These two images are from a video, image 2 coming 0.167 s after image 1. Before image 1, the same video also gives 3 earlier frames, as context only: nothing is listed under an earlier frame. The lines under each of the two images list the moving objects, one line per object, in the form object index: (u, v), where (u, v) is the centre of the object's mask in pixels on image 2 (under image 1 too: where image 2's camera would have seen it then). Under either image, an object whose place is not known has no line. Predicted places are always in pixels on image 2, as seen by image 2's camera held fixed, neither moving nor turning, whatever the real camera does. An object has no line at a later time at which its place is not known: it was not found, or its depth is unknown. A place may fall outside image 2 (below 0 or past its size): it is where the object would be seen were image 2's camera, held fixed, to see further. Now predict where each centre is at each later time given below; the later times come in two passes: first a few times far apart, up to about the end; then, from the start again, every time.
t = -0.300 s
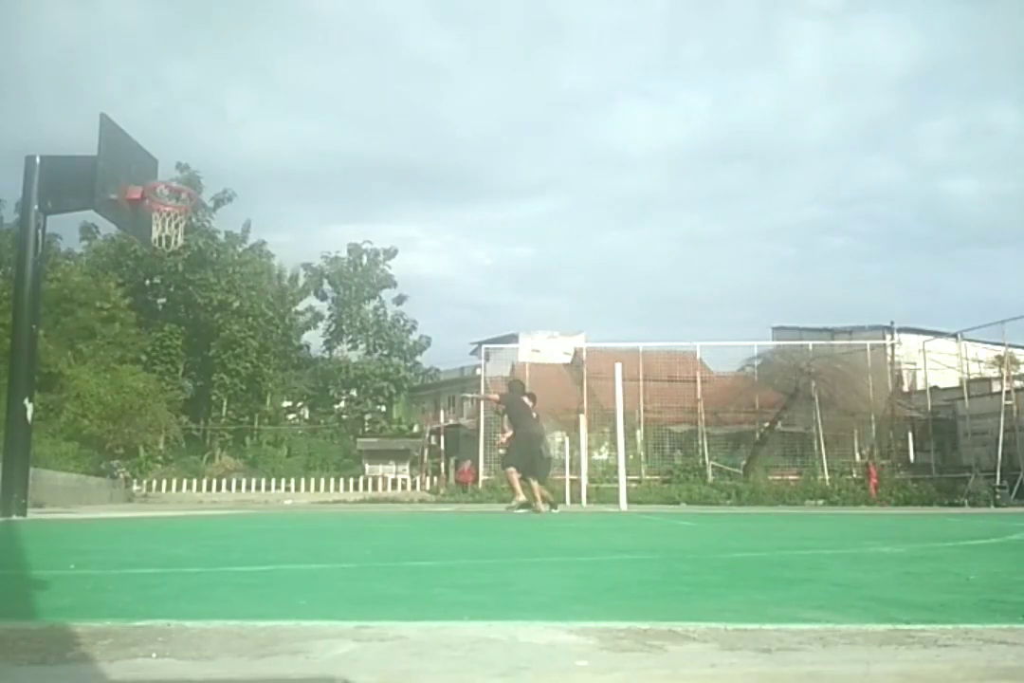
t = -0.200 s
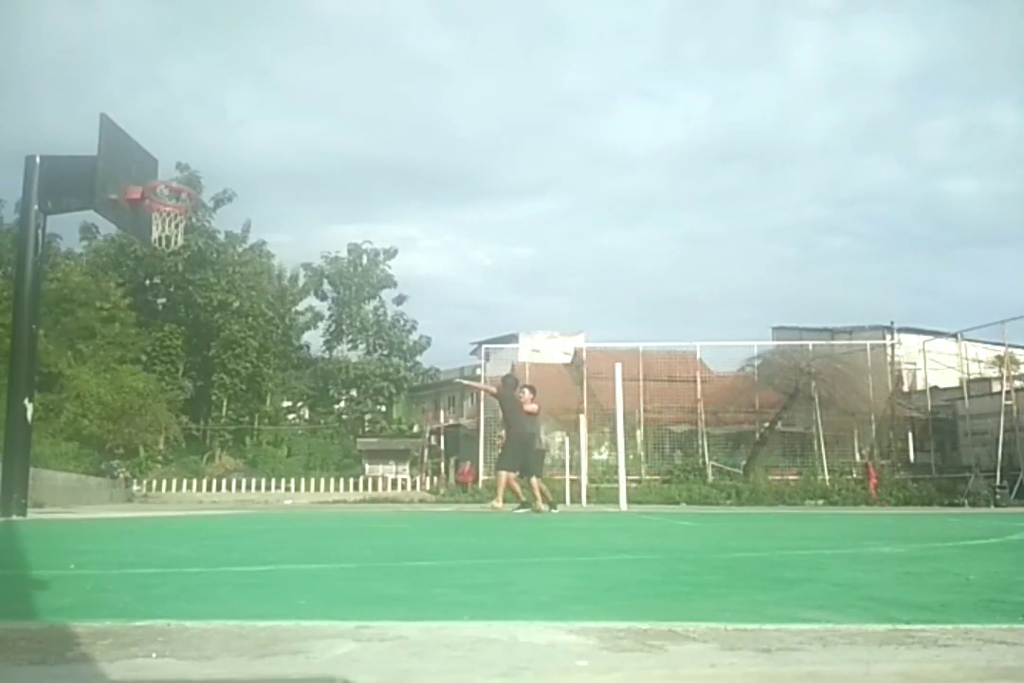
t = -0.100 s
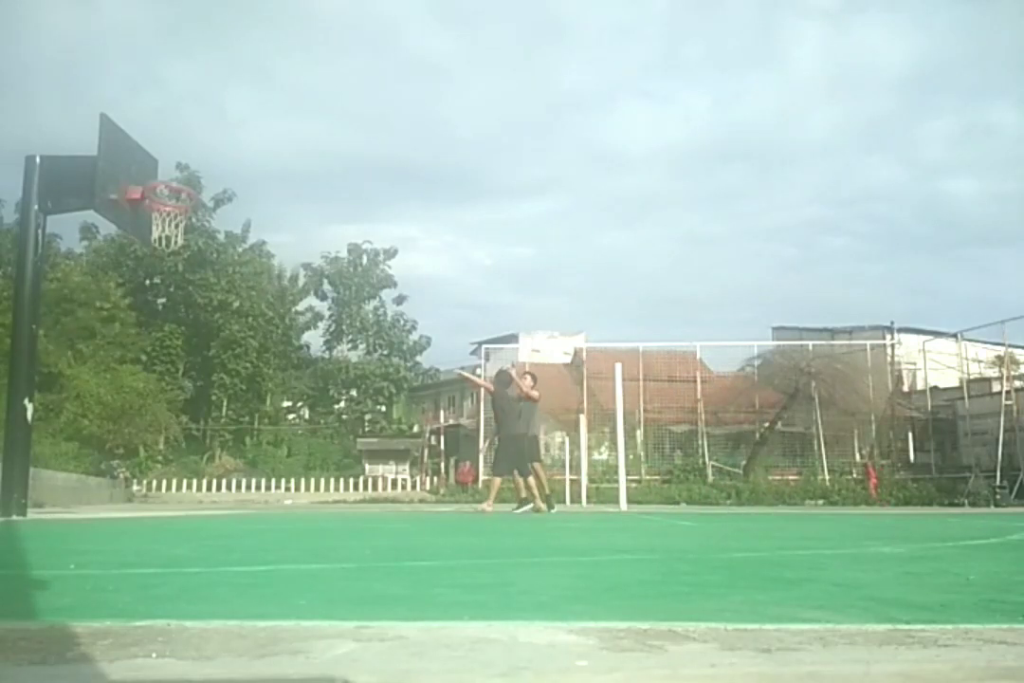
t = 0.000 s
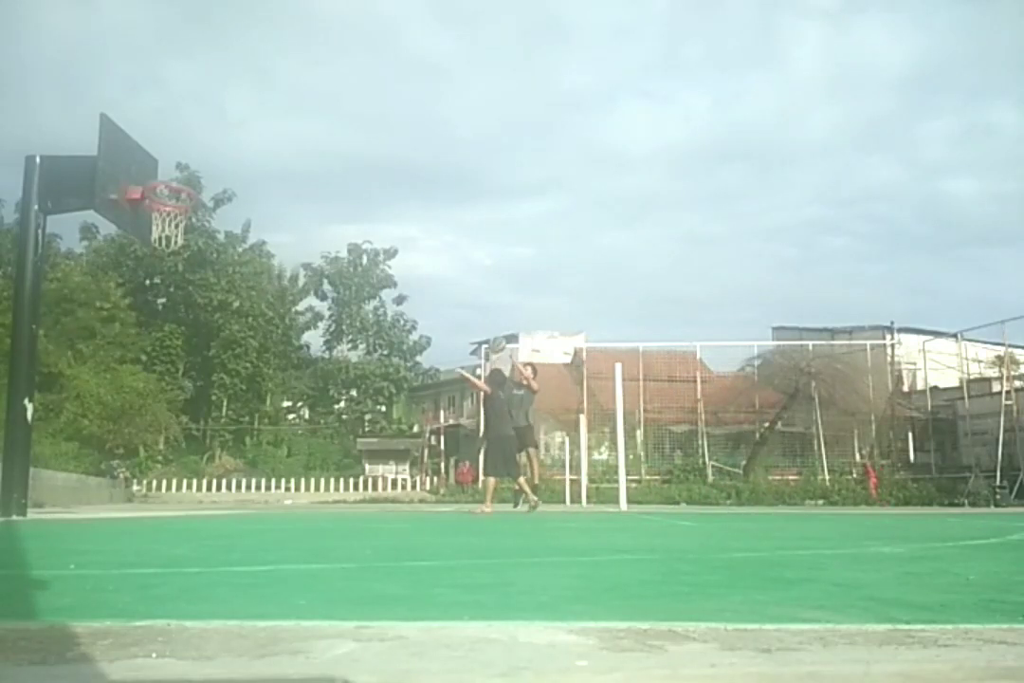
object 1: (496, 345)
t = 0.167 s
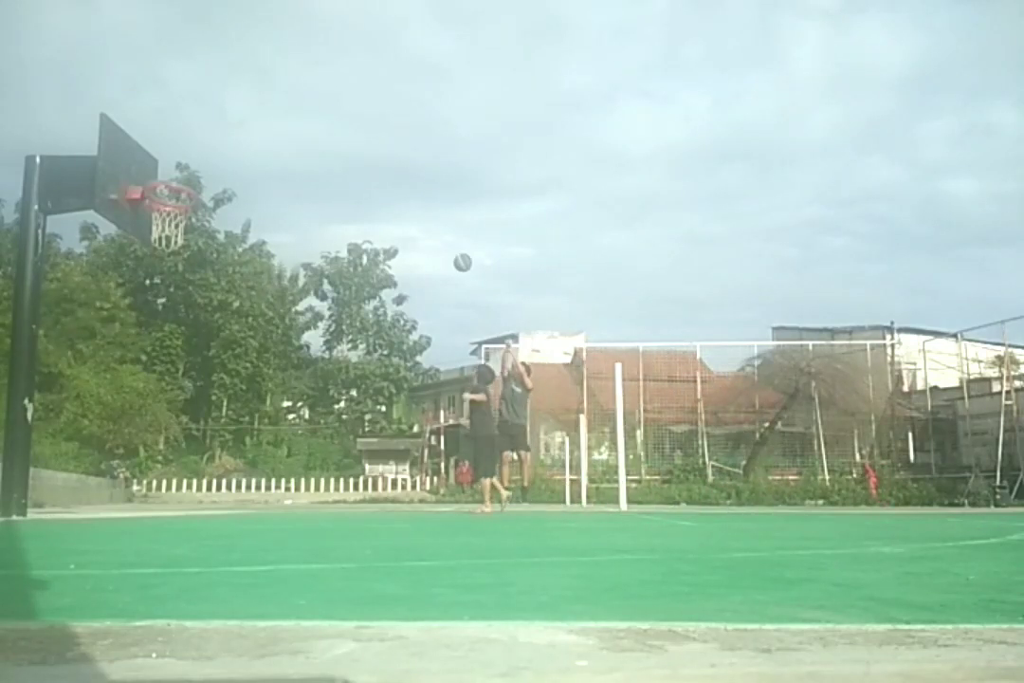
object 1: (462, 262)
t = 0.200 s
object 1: (455, 247)
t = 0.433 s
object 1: (402, 163)
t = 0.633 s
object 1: (352, 117)
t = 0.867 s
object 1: (285, 101)
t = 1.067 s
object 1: (217, 124)
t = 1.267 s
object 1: (163, 174)
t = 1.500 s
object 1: (238, 167)
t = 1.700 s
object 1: (296, 203)
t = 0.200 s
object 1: (455, 247)
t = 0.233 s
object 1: (448, 233)
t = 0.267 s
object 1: (441, 220)
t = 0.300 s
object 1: (433, 208)
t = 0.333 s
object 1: (425, 196)
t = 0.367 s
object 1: (418, 184)
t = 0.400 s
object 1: (410, 173)
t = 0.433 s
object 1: (402, 163)
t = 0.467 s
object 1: (394, 153)
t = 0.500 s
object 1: (386, 144)
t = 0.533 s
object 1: (378, 138)
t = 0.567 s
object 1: (369, 129)
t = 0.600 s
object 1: (361, 122)
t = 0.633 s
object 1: (352, 117)
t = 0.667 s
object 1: (343, 112)
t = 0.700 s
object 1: (334, 108)
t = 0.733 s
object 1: (324, 105)
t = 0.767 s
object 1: (314, 103)
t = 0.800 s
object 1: (305, 101)
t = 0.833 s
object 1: (295, 100)
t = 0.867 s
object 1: (285, 101)
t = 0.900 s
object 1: (274, 102)
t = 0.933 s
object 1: (264, 104)
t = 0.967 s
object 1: (252, 108)
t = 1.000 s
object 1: (240, 113)
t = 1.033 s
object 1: (229, 118)
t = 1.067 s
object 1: (217, 124)
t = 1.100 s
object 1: (205, 133)
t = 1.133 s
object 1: (192, 142)
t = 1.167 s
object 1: (179, 154)
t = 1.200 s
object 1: (166, 166)
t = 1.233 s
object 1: (152, 174)
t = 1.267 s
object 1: (163, 174)
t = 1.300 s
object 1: (172, 168)
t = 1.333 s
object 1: (184, 165)
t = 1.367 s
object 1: (195, 164)
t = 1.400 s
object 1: (206, 163)
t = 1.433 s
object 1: (217, 163)
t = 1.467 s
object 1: (227, 165)
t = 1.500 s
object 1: (238, 167)
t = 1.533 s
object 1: (248, 171)
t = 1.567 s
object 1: (258, 175)
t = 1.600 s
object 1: (267, 181)
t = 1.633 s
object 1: (277, 187)
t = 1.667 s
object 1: (287, 195)
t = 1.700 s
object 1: (296, 203)
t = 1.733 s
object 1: (305, 213)
